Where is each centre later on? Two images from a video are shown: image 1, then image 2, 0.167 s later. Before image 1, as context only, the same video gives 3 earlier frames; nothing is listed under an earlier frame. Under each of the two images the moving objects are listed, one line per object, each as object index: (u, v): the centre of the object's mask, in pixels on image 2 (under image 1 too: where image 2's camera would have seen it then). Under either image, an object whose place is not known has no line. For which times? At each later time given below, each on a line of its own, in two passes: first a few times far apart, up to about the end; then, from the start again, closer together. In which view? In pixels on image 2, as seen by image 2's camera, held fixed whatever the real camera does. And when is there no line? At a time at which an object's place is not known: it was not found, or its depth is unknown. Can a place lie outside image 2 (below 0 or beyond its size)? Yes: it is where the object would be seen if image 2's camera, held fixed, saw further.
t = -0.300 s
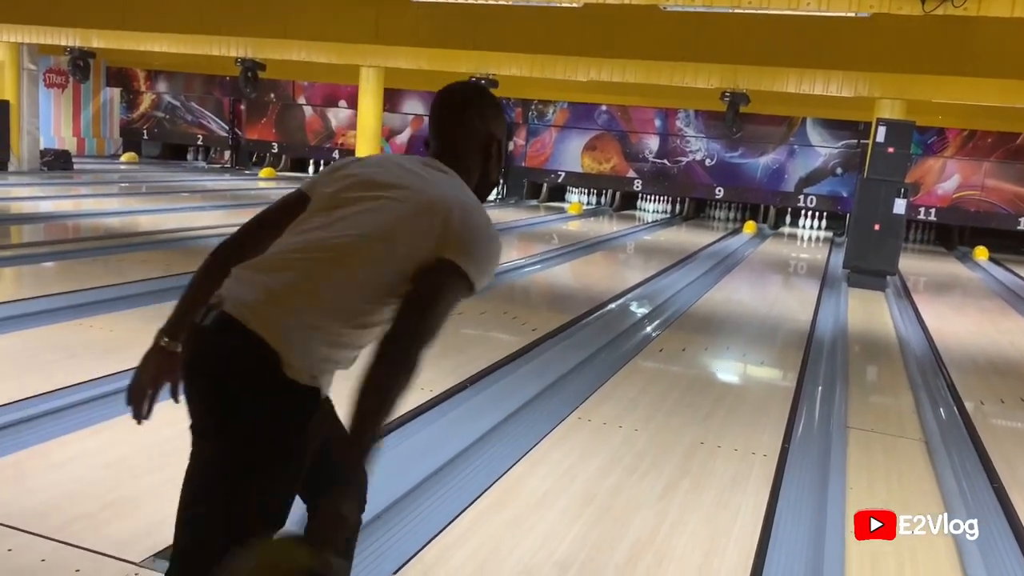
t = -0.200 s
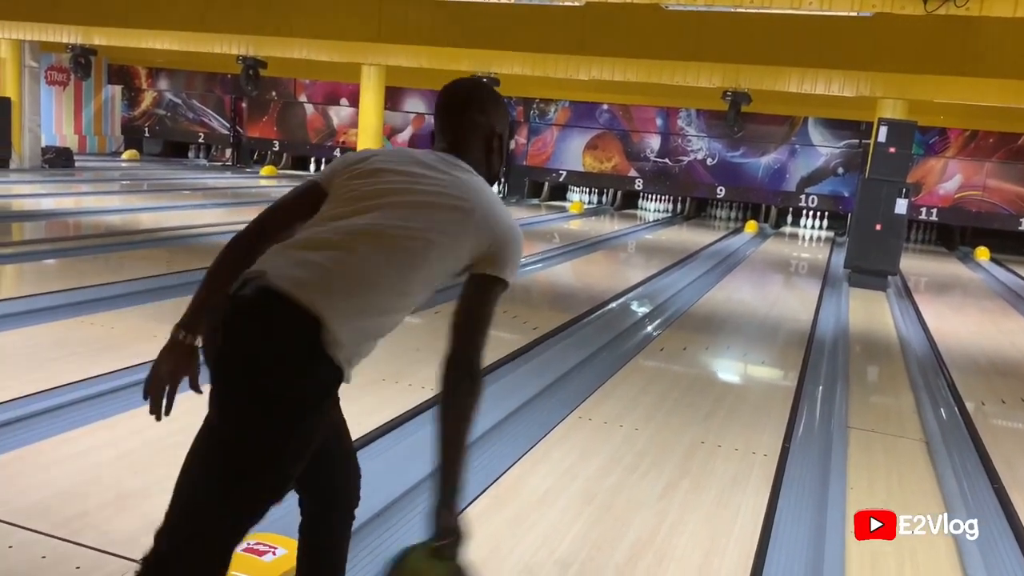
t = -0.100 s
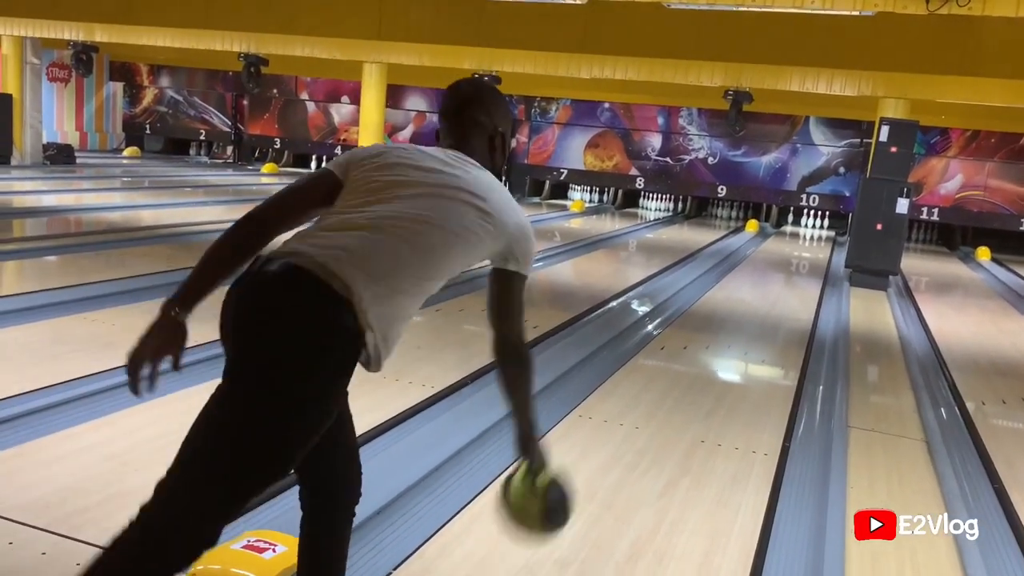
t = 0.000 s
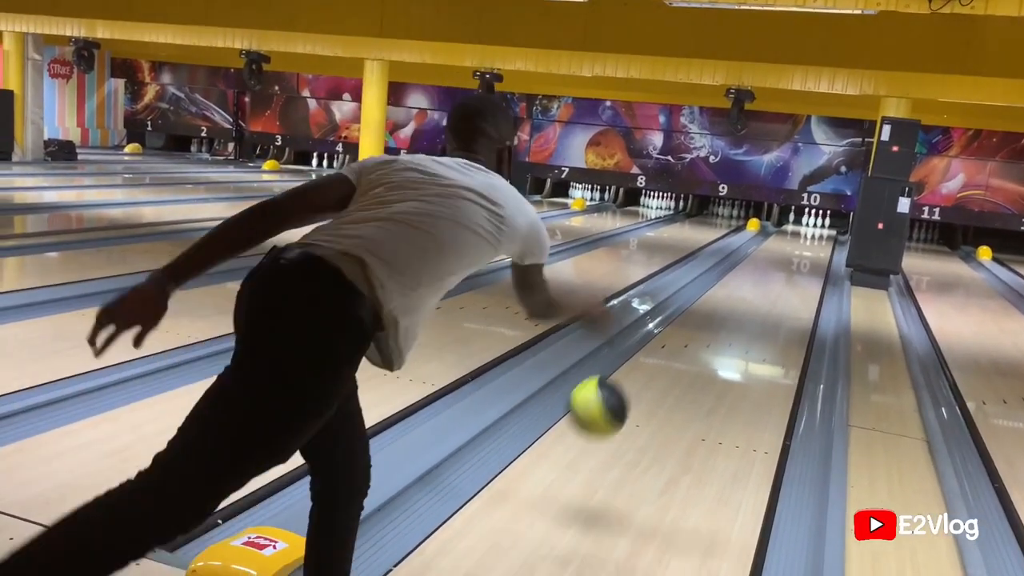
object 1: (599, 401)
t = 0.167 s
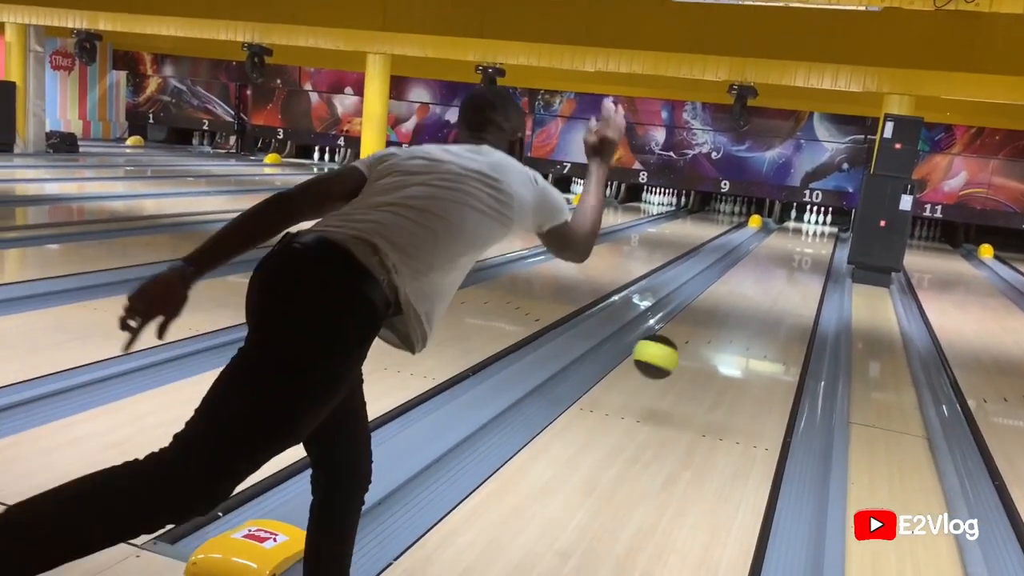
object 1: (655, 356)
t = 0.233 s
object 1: (669, 358)
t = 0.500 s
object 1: (709, 331)
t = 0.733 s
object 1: (730, 300)
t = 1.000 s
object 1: (746, 276)
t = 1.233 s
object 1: (756, 262)
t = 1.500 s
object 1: (762, 249)
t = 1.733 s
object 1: (767, 240)
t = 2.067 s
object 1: (773, 231)
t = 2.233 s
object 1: (775, 227)
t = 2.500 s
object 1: (774, 225)
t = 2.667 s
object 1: (777, 221)
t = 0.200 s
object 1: (663, 356)
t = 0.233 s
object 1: (669, 358)
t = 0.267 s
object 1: (675, 361)
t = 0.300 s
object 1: (679, 367)
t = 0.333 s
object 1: (685, 365)
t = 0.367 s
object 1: (691, 356)
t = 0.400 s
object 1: (697, 349)
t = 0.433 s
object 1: (702, 343)
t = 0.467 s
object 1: (706, 335)
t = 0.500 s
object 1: (709, 331)
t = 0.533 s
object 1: (712, 326)
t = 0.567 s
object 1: (716, 321)
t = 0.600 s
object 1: (719, 316)
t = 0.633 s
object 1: (722, 312)
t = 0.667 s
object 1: (725, 308)
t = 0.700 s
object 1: (728, 304)
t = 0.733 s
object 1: (730, 300)
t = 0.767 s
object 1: (733, 297)
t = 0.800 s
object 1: (735, 294)
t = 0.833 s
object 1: (737, 290)
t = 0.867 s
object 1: (740, 287)
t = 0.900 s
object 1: (741, 284)
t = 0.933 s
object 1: (743, 282)
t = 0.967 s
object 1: (745, 279)
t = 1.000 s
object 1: (746, 276)
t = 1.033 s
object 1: (748, 274)
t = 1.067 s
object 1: (750, 271)
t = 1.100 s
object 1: (751, 270)
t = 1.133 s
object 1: (752, 267)
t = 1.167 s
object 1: (754, 265)
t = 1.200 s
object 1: (755, 263)
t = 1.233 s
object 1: (756, 262)
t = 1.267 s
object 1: (757, 259)
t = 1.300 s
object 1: (758, 258)
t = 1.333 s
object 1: (759, 256)
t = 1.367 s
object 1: (759, 255)
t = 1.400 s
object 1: (759, 254)
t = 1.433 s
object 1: (761, 251)
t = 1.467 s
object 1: (762, 250)
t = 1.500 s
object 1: (762, 249)
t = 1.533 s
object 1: (764, 248)
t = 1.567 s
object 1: (766, 247)
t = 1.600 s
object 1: (766, 245)
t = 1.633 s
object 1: (766, 244)
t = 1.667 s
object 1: (767, 243)
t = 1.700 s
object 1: (766, 242)
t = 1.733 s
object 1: (767, 240)
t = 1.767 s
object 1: (768, 240)
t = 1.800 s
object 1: (768, 239)
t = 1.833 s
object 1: (770, 237)
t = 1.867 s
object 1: (770, 236)
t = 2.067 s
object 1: (773, 231)
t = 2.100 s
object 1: (773, 229)
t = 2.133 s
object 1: (774, 229)
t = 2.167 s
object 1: (774, 228)
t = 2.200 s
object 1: (774, 228)
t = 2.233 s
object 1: (775, 227)
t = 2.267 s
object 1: (774, 226)
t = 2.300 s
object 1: (775, 225)
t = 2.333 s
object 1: (775, 226)
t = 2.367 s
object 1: (775, 225)
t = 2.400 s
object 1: (775, 224)
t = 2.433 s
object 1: (775, 224)
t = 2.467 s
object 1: (774, 224)
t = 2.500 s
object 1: (774, 225)
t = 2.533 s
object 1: (776, 224)
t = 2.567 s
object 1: (778, 223)
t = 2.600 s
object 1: (776, 222)
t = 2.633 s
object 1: (777, 221)
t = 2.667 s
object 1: (777, 221)
